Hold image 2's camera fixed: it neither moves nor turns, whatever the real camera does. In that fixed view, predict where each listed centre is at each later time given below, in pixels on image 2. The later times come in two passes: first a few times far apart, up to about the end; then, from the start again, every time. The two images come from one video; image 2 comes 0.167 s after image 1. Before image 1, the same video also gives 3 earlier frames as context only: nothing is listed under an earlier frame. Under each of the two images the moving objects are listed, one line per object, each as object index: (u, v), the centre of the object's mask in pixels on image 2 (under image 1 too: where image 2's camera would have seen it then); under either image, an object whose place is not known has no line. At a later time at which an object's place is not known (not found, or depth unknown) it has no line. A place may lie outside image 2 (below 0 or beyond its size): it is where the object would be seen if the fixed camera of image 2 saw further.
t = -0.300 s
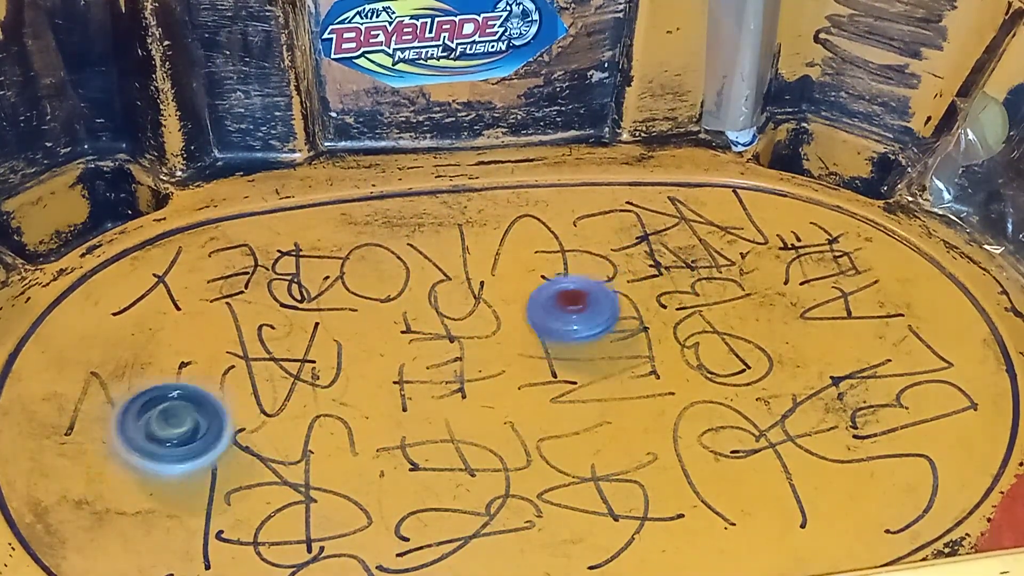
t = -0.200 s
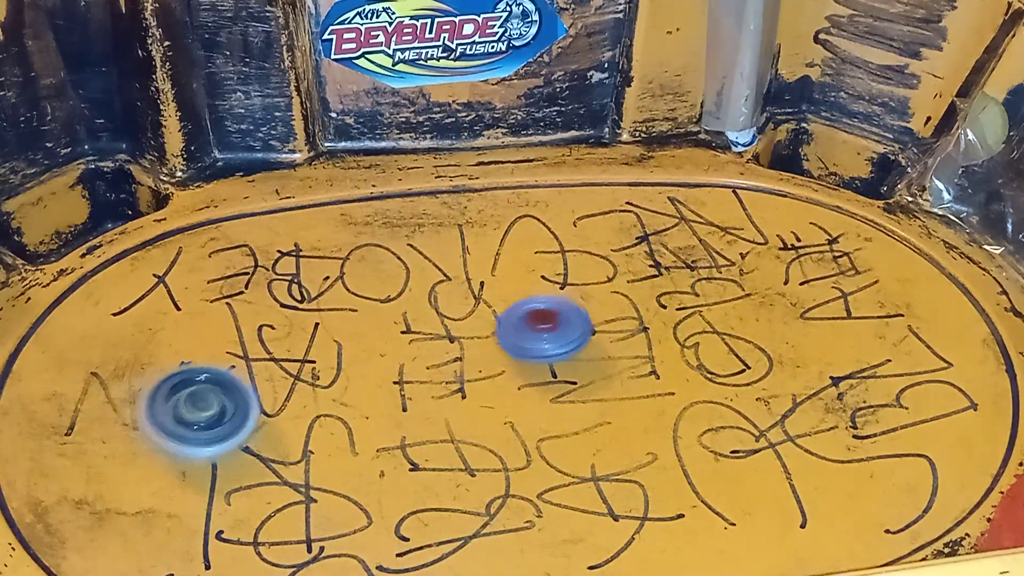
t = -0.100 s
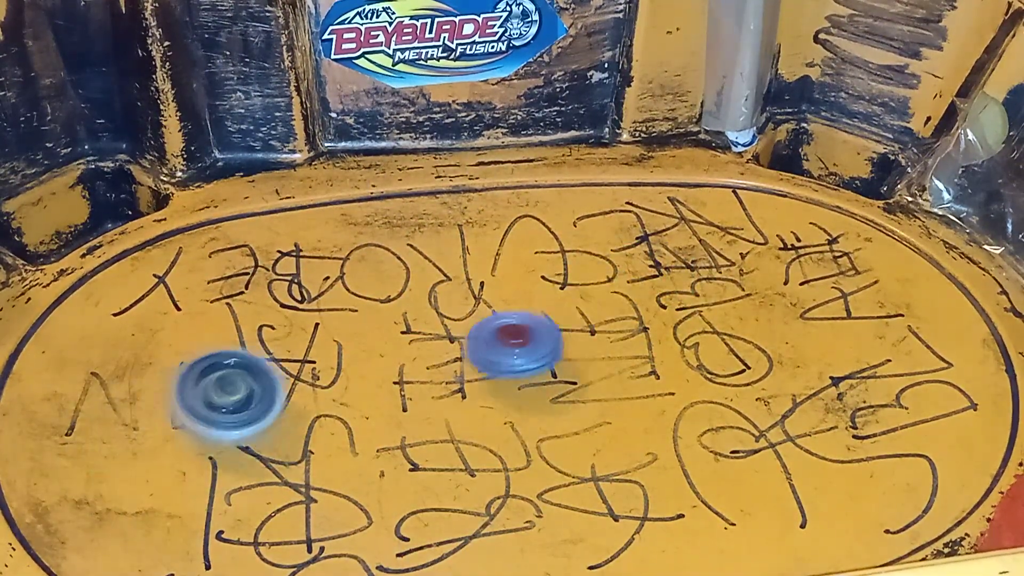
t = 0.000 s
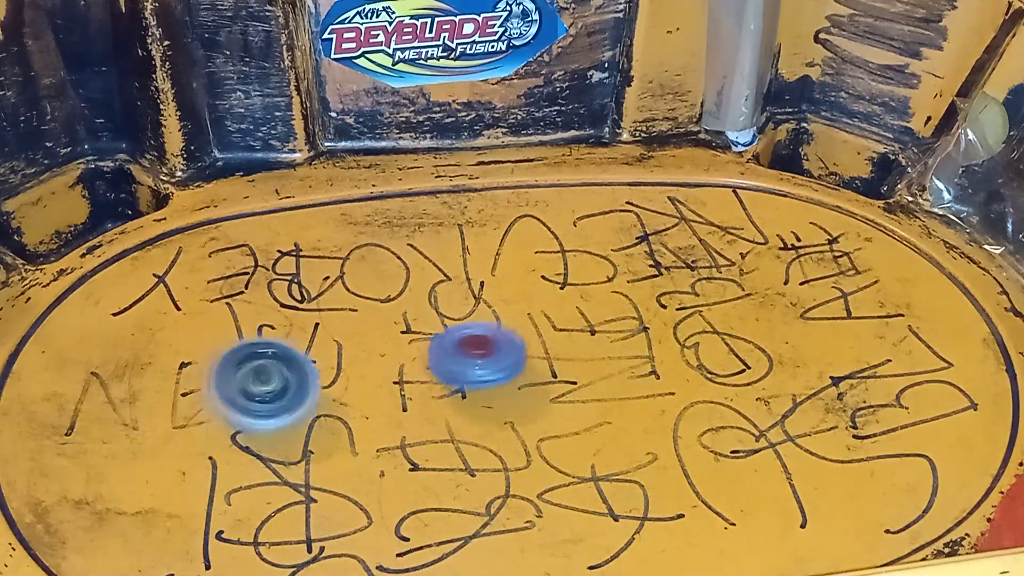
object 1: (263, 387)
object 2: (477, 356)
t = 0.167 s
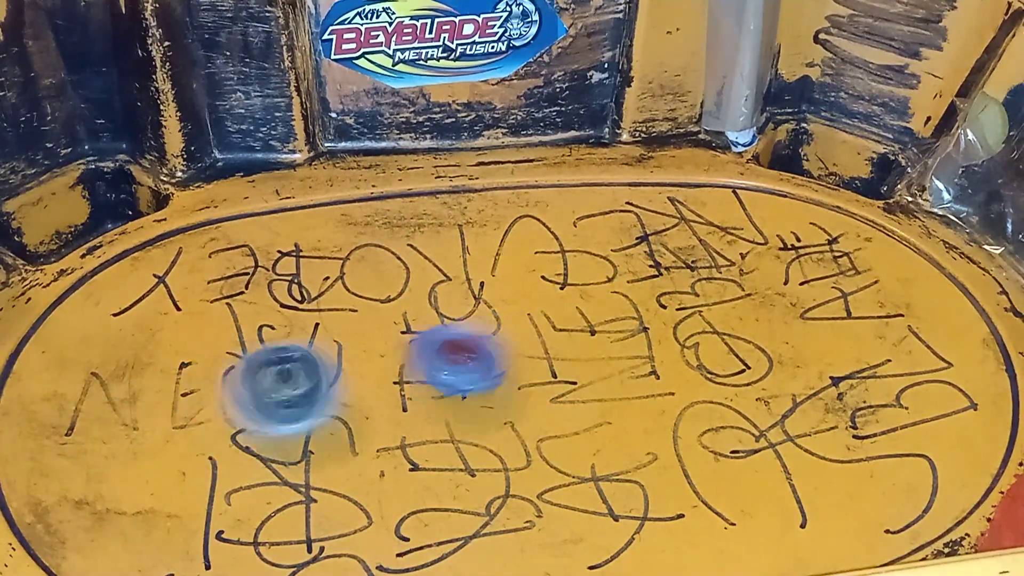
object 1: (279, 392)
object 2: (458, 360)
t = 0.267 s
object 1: (231, 408)
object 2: (514, 347)
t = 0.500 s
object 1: (268, 449)
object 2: (541, 317)
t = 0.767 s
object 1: (381, 478)
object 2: (523, 306)
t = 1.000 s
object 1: (490, 473)
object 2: (500, 336)
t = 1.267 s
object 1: (592, 442)
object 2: (461, 366)
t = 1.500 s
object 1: (641, 395)
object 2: (413, 384)
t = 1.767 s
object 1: (622, 332)
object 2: (381, 412)
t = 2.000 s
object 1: (558, 298)
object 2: (426, 412)
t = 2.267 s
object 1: (466, 286)
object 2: (474, 382)
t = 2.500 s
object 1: (396, 302)
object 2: (504, 355)
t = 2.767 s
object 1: (373, 355)
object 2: (510, 323)
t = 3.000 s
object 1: (414, 406)
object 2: (470, 319)
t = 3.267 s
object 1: (489, 417)
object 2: (432, 345)
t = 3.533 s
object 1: (557, 418)
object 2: (393, 366)
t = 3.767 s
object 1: (604, 407)
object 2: (385, 383)
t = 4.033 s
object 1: (591, 379)
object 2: (446, 389)
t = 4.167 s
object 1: (574, 366)
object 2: (460, 388)
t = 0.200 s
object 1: (256, 396)
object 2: (487, 355)
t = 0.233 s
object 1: (238, 402)
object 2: (505, 350)
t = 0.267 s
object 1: (231, 408)
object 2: (514, 347)
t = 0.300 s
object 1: (231, 414)
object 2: (519, 343)
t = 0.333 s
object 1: (233, 419)
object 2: (523, 338)
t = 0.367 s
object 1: (237, 426)
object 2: (529, 333)
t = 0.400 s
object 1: (242, 432)
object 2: (533, 329)
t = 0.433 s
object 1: (249, 438)
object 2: (538, 325)
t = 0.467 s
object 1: (258, 444)
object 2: (539, 321)
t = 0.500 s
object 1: (268, 449)
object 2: (541, 317)
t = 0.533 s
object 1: (280, 455)
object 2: (543, 312)
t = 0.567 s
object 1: (293, 459)
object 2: (544, 309)
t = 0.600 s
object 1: (305, 464)
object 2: (543, 305)
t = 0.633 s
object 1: (320, 469)
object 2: (541, 303)
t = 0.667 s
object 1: (335, 472)
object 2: (537, 301)
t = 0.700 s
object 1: (350, 476)
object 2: (533, 302)
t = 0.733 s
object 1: (365, 477)
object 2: (528, 303)
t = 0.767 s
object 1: (381, 478)
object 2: (523, 306)
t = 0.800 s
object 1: (397, 478)
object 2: (519, 309)
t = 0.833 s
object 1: (413, 478)
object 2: (515, 314)
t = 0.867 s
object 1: (429, 478)
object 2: (511, 318)
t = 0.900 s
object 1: (445, 477)
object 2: (507, 323)
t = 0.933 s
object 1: (459, 476)
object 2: (504, 328)
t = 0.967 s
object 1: (475, 474)
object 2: (501, 332)
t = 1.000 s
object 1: (490, 473)
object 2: (500, 336)
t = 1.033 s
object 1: (503, 471)
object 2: (496, 340)
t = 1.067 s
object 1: (517, 467)
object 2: (494, 345)
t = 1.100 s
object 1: (532, 464)
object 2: (489, 348)
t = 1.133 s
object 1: (545, 460)
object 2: (484, 352)
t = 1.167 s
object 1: (557, 456)
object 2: (479, 356)
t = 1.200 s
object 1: (570, 451)
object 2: (474, 360)
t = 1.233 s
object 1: (580, 447)
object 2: (467, 363)
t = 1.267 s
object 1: (592, 442)
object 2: (461, 366)
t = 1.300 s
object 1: (602, 437)
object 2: (453, 369)
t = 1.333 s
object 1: (611, 431)
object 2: (446, 371)
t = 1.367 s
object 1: (620, 424)
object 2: (439, 373)
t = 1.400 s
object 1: (628, 417)
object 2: (431, 375)
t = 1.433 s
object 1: (633, 410)
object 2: (424, 377)
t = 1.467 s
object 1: (638, 402)
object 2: (419, 380)
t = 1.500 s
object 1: (641, 395)
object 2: (413, 384)
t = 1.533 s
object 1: (644, 387)
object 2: (408, 387)
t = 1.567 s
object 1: (645, 379)
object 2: (401, 390)
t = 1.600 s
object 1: (644, 370)
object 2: (396, 394)
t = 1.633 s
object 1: (643, 362)
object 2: (391, 397)
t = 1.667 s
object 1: (639, 354)
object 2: (387, 401)
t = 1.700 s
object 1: (635, 347)
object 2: (383, 405)
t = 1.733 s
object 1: (629, 339)
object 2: (382, 408)
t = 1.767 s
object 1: (622, 332)
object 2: (381, 412)
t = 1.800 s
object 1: (614, 326)
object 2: (385, 415)
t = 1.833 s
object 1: (607, 320)
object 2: (389, 416)
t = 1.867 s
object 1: (598, 314)
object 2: (395, 418)
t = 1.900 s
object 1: (591, 310)
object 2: (402, 417)
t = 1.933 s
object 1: (579, 304)
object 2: (411, 417)
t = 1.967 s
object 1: (569, 301)
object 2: (417, 414)
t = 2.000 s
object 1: (558, 298)
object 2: (426, 412)
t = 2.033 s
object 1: (547, 294)
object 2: (432, 410)
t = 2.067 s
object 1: (535, 291)
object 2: (440, 406)
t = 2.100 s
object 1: (524, 289)
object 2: (446, 403)
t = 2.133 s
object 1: (512, 287)
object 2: (455, 401)
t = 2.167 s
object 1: (501, 286)
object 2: (459, 397)
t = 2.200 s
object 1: (488, 286)
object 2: (464, 392)
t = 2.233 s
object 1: (477, 285)
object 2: (468, 387)
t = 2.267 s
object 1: (466, 286)
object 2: (474, 382)
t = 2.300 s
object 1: (454, 287)
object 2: (478, 379)
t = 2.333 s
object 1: (443, 287)
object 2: (483, 374)
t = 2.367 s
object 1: (434, 289)
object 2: (487, 371)
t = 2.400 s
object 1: (423, 292)
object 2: (491, 366)
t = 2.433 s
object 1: (413, 294)
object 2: (496, 363)
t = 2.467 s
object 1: (404, 298)
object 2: (500, 358)
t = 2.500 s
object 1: (396, 302)
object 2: (504, 355)
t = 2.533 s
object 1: (390, 307)
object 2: (507, 351)
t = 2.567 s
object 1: (384, 312)
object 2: (510, 347)
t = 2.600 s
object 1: (380, 319)
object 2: (511, 343)
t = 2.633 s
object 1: (376, 325)
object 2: (513, 339)
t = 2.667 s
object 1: (373, 332)
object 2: (513, 335)
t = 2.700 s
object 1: (372, 339)
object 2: (514, 330)
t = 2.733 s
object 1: (372, 346)
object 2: (513, 326)
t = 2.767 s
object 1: (373, 355)
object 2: (510, 323)
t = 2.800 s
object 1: (376, 363)
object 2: (504, 321)
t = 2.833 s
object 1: (380, 371)
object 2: (499, 318)
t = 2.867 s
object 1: (385, 379)
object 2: (493, 317)
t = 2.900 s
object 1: (390, 386)
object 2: (486, 316)
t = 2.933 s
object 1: (397, 394)
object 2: (482, 317)
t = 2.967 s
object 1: (405, 401)
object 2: (475, 317)
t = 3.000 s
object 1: (414, 406)
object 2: (470, 319)
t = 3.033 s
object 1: (423, 411)
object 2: (463, 321)
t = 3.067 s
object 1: (432, 414)
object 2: (458, 323)
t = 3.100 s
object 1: (441, 416)
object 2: (453, 326)
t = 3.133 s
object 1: (451, 417)
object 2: (449, 329)
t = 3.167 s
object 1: (462, 419)
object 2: (443, 333)
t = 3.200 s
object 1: (472, 419)
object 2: (440, 337)
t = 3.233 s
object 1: (482, 418)
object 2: (435, 341)
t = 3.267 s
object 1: (489, 417)
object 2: (432, 345)
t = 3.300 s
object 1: (497, 415)
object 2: (428, 349)
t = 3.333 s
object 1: (503, 414)
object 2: (425, 354)
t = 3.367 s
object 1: (508, 412)
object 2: (423, 359)
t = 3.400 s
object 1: (513, 411)
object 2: (421, 364)
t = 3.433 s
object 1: (518, 412)
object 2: (416, 366)
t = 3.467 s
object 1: (535, 416)
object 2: (406, 364)
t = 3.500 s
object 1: (547, 418)
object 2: (400, 365)
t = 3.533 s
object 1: (557, 418)
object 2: (393, 366)
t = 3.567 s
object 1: (566, 418)
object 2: (389, 369)
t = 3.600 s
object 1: (574, 416)
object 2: (384, 370)
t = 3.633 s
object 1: (582, 415)
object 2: (380, 373)
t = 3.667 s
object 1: (589, 414)
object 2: (379, 375)
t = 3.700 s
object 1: (595, 412)
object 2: (379, 378)
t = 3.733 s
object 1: (600, 410)
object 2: (382, 382)
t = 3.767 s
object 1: (604, 407)
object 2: (385, 383)
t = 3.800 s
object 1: (607, 404)
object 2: (394, 386)
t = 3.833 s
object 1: (608, 400)
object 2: (399, 387)
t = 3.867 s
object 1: (608, 397)
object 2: (407, 388)
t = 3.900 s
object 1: (607, 392)
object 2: (415, 389)
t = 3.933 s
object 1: (604, 388)
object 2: (423, 390)
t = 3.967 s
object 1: (601, 385)
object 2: (431, 391)
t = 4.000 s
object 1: (597, 382)
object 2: (438, 391)
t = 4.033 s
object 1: (591, 379)
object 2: (446, 389)
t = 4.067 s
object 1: (584, 377)
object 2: (451, 388)
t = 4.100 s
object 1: (579, 374)
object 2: (459, 386)
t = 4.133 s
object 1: (572, 370)
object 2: (466, 387)
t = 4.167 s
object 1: (574, 366)
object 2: (460, 388)
